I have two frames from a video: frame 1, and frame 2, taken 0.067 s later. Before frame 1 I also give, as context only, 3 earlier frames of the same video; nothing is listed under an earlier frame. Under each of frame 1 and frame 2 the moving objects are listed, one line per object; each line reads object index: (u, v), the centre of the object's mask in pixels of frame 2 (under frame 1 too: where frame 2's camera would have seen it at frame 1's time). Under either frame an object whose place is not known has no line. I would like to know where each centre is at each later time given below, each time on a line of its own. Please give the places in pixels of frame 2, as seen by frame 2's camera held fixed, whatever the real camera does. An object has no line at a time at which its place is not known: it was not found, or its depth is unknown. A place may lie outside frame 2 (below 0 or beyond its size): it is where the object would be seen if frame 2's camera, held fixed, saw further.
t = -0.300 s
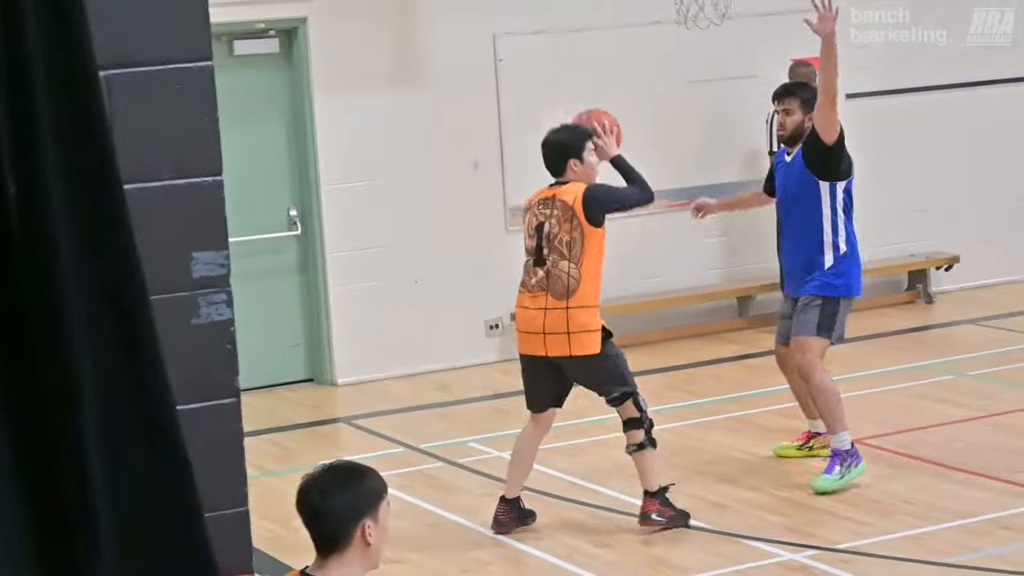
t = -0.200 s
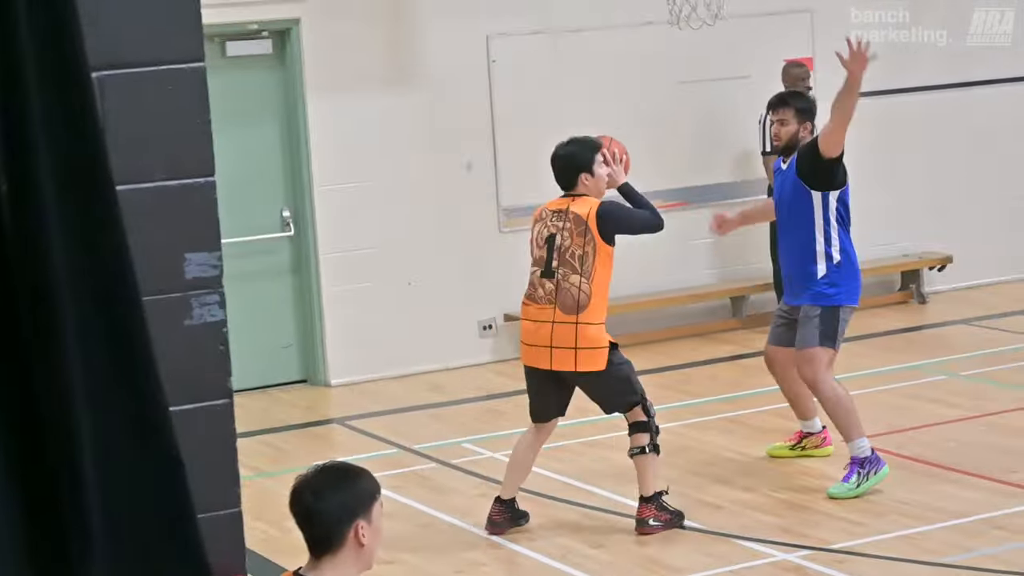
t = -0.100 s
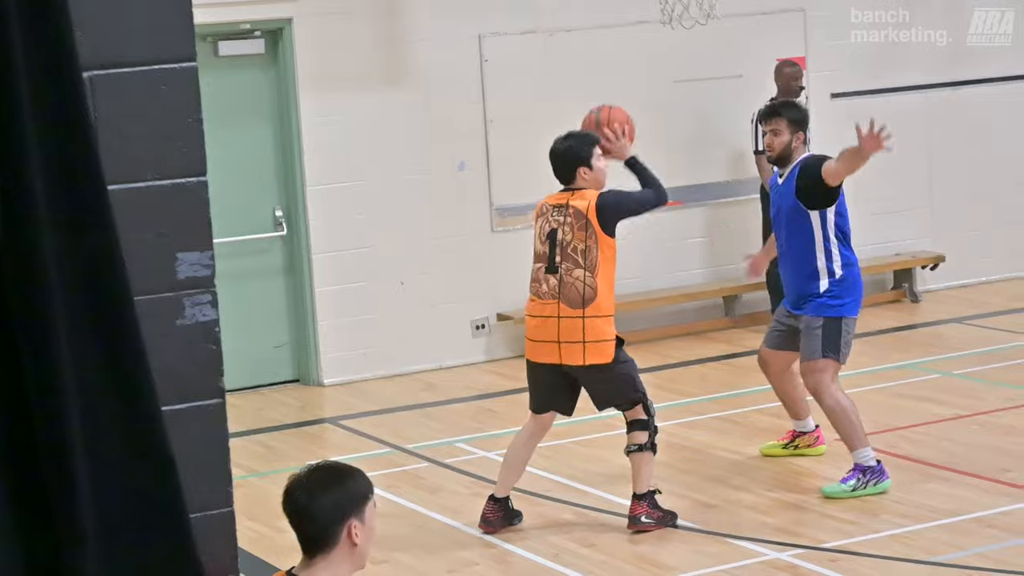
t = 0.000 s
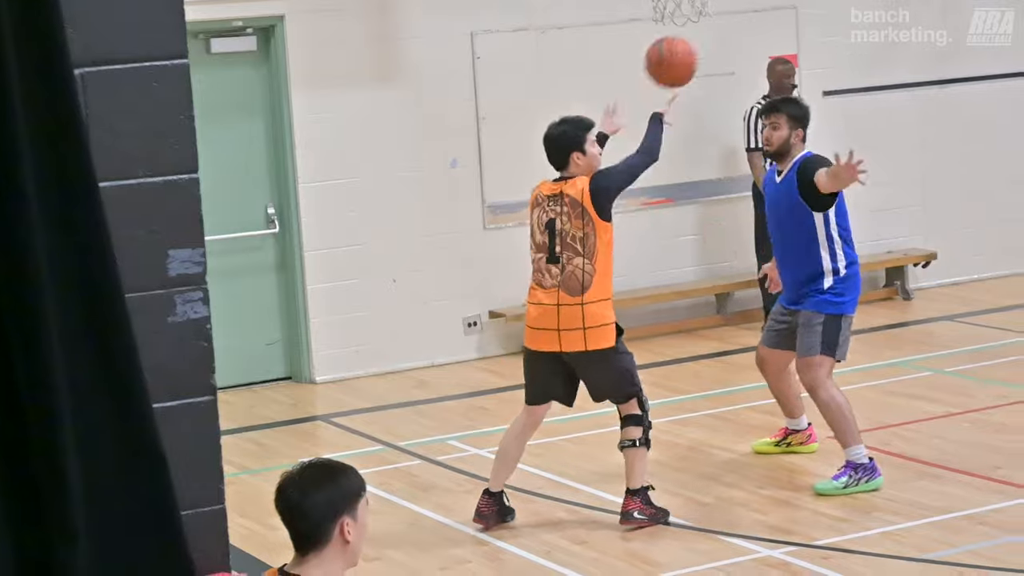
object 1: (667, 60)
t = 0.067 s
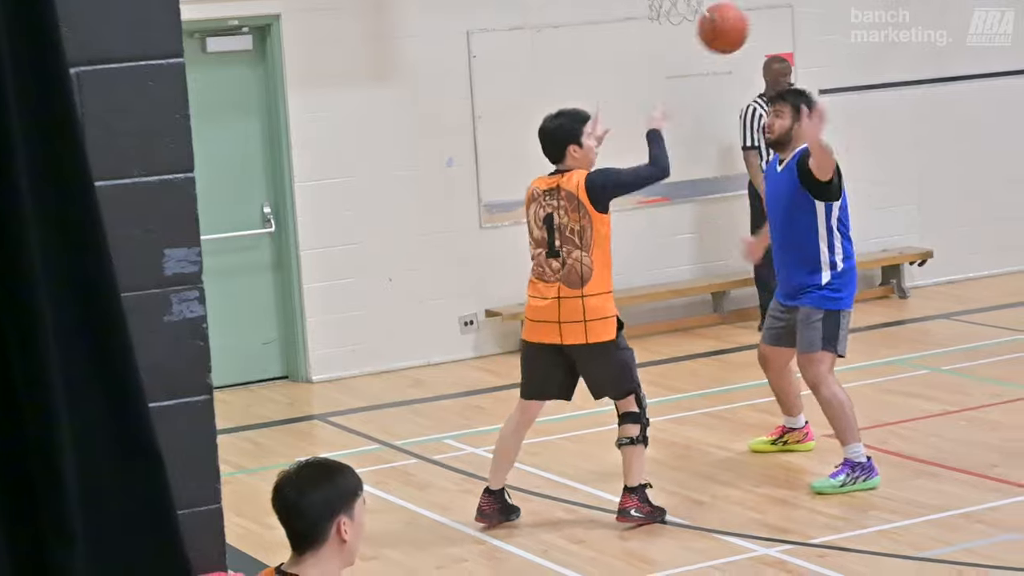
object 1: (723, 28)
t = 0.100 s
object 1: (750, 19)
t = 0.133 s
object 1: (777, 14)
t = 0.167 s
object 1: (803, 10)
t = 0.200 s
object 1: (829, 8)
